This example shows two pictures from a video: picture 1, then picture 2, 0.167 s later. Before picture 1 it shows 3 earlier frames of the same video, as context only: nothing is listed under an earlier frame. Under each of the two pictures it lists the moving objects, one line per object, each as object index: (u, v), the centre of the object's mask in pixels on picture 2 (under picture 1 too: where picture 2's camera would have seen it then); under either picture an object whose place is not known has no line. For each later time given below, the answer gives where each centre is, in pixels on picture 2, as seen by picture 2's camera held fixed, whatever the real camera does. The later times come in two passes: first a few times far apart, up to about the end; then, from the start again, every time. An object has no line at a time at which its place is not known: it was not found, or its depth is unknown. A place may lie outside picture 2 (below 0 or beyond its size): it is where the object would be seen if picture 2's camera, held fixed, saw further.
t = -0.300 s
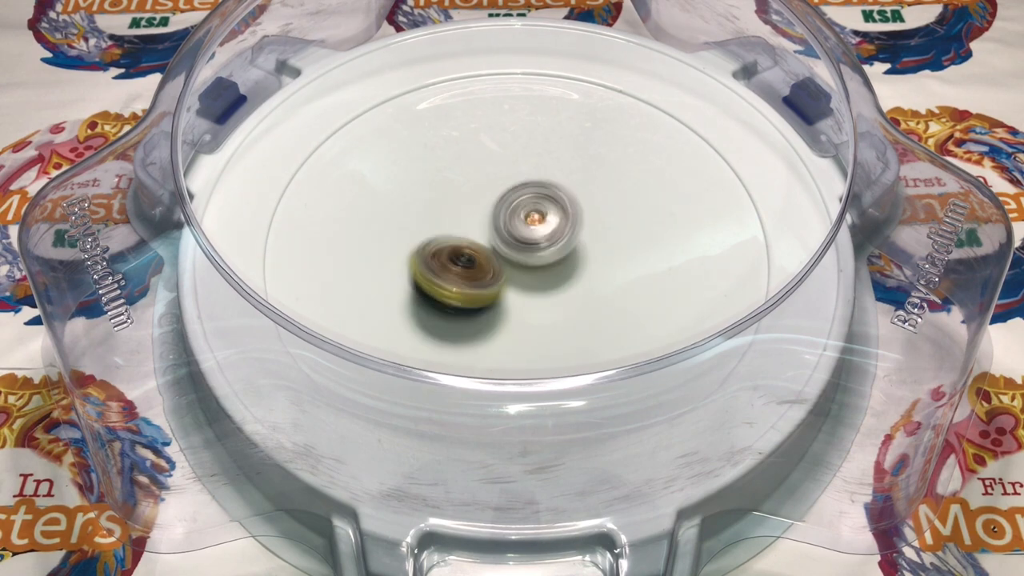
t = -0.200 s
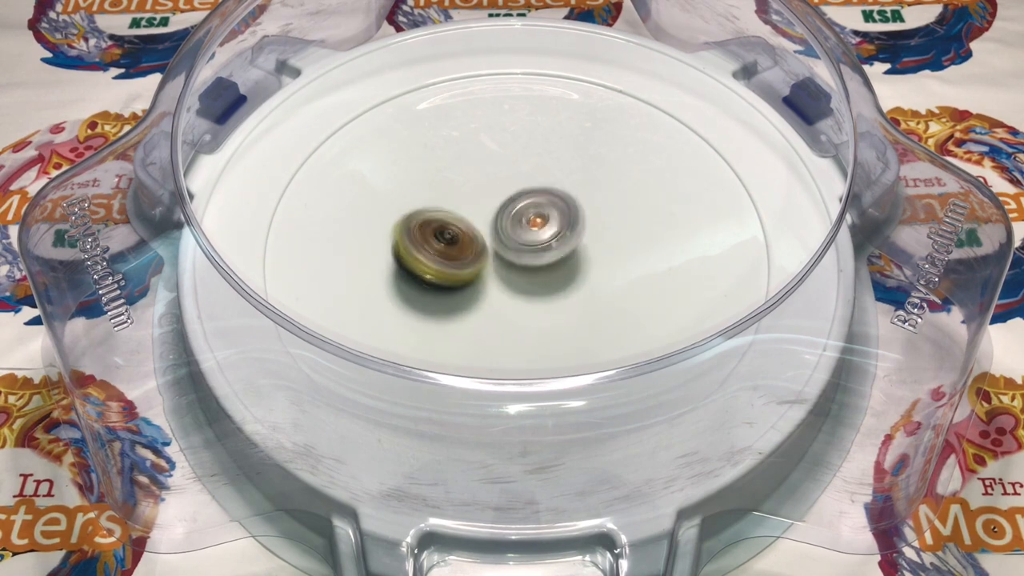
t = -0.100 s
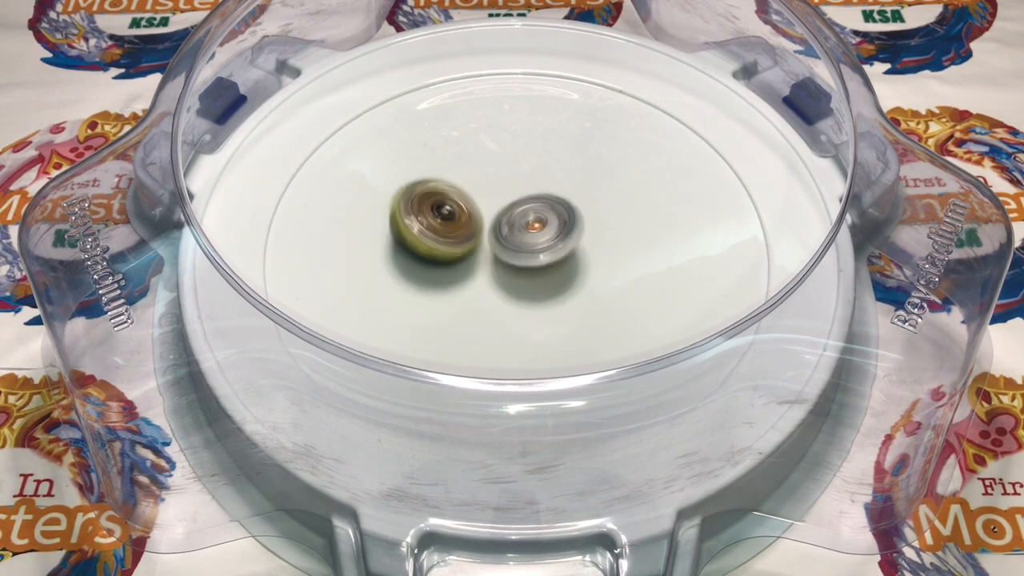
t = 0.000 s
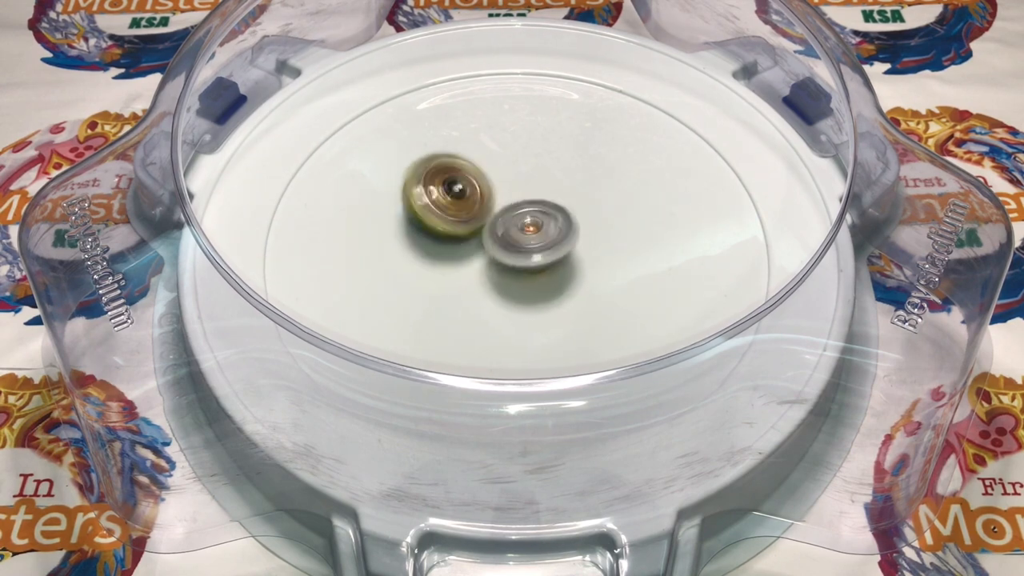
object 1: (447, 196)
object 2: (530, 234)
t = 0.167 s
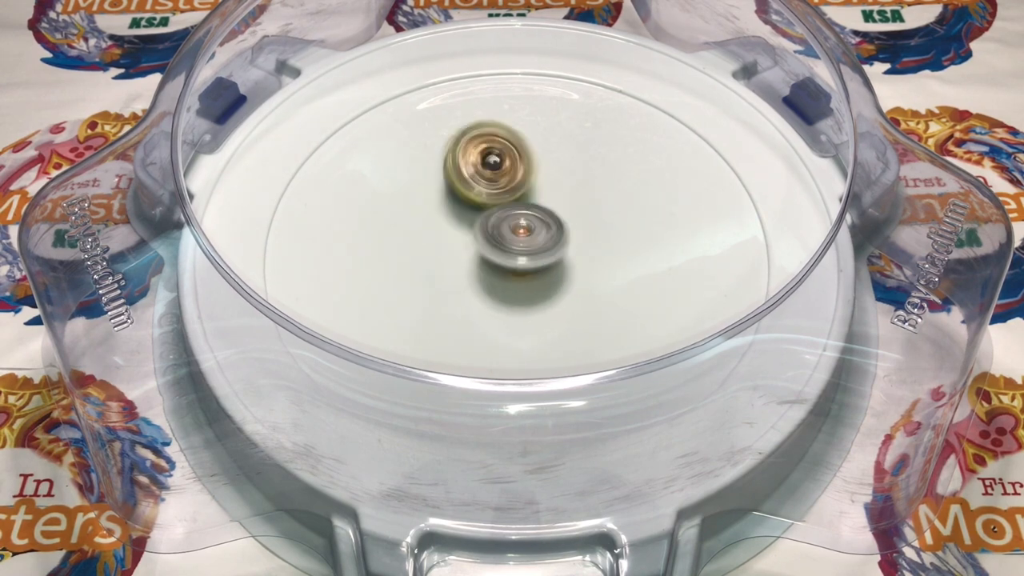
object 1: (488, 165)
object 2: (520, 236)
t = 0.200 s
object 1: (498, 161)
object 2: (520, 237)
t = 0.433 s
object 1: (574, 173)
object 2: (512, 236)
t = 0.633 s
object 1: (609, 219)
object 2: (510, 237)
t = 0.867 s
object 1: (580, 287)
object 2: (504, 228)
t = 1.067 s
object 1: (504, 310)
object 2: (506, 227)
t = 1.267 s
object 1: (435, 282)
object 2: (528, 222)
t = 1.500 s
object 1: (436, 216)
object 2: (531, 230)
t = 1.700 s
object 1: (493, 177)
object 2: (540, 240)
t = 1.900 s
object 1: (569, 177)
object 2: (529, 245)
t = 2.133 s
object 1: (612, 229)
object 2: (513, 238)
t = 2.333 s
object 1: (585, 280)
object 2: (508, 229)
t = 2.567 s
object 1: (505, 298)
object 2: (510, 215)
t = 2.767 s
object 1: (449, 263)
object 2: (521, 205)
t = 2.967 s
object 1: (450, 215)
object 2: (551, 210)
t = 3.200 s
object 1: (480, 191)
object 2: (575, 236)
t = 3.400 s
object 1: (492, 193)
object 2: (576, 251)
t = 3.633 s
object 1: (476, 189)
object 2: (559, 273)
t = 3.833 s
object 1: (466, 166)
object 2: (543, 298)
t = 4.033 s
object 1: (489, 203)
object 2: (501, 269)
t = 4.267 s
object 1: (525, 217)
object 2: (458, 278)
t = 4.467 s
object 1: (547, 227)
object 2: (461, 275)
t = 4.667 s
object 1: (543, 238)
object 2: (465, 273)
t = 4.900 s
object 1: (545, 241)
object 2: (465, 268)
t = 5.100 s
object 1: (548, 245)
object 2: (466, 267)
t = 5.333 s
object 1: (546, 241)
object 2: (466, 264)
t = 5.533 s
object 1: (548, 245)
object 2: (466, 264)
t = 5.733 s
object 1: (546, 241)
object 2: (466, 267)
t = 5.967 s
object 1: (548, 245)
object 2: (466, 267)
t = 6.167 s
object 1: (547, 242)
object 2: (466, 264)
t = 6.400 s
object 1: (547, 243)
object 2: (466, 264)
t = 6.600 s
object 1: (547, 244)
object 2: (466, 265)
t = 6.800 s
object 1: (546, 242)
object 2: (465, 265)
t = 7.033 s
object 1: (547, 244)
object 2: (465, 265)
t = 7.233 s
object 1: (547, 243)
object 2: (466, 265)
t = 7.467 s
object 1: (546, 241)
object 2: (466, 267)
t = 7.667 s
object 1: (547, 243)
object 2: (466, 265)
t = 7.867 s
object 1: (547, 243)
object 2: (466, 265)
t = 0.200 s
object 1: (498, 161)
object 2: (520, 237)
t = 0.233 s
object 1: (509, 160)
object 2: (519, 235)
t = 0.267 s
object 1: (520, 158)
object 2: (517, 236)
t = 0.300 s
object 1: (531, 158)
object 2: (516, 237)
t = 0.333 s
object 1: (542, 160)
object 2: (515, 235)
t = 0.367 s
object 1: (553, 164)
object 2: (516, 235)
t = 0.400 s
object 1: (563, 167)
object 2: (516, 234)
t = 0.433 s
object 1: (574, 173)
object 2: (512, 236)
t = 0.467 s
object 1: (584, 178)
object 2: (509, 237)
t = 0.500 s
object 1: (592, 184)
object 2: (506, 237)
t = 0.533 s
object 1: (599, 192)
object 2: (508, 238)
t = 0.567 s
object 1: (605, 200)
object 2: (508, 236)
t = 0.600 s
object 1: (607, 209)
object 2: (509, 237)
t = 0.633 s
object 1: (609, 219)
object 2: (510, 237)
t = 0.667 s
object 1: (609, 229)
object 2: (510, 237)
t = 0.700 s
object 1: (607, 239)
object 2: (511, 237)
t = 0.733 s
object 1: (604, 249)
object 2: (510, 235)
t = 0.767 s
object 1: (602, 260)
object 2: (506, 232)
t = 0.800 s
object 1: (597, 270)
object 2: (504, 229)
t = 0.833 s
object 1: (589, 278)
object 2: (503, 228)
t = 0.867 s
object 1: (580, 287)
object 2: (504, 228)
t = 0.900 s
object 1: (568, 295)
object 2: (504, 227)
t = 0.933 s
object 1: (555, 301)
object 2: (505, 228)
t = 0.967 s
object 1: (544, 306)
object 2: (505, 227)
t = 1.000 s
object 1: (532, 309)
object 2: (505, 228)
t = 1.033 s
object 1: (517, 311)
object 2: (506, 227)
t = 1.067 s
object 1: (504, 310)
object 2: (506, 227)
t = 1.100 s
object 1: (491, 307)
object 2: (508, 227)
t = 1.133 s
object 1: (478, 304)
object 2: (508, 227)
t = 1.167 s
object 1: (466, 298)
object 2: (512, 228)
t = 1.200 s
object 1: (451, 295)
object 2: (518, 223)
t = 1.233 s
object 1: (442, 290)
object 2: (523, 223)
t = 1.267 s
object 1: (435, 282)
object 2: (528, 222)
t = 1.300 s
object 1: (429, 274)
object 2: (529, 225)
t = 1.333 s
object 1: (425, 263)
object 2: (531, 225)
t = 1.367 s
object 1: (423, 254)
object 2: (530, 227)
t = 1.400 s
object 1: (423, 244)
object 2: (531, 227)
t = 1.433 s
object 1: (426, 234)
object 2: (530, 228)
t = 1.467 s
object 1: (431, 225)
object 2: (531, 229)
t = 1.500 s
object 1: (436, 216)
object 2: (531, 230)
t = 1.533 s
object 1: (439, 205)
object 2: (539, 235)
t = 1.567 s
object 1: (446, 196)
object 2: (543, 237)
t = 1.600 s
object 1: (455, 189)
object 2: (544, 240)
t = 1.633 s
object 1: (468, 184)
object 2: (542, 241)
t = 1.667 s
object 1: (480, 179)
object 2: (540, 241)
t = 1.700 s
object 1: (493, 177)
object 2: (540, 240)
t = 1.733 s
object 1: (506, 174)
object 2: (538, 242)
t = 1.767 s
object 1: (519, 171)
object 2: (538, 244)
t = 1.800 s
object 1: (532, 170)
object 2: (534, 246)
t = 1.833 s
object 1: (544, 171)
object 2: (532, 244)
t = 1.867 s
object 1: (557, 174)
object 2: (530, 245)
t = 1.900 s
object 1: (569, 177)
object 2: (529, 245)
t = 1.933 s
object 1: (581, 182)
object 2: (525, 245)
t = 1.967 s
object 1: (590, 189)
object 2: (525, 242)
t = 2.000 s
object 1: (599, 195)
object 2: (518, 243)
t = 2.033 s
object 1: (606, 202)
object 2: (516, 242)
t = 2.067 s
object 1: (610, 211)
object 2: (512, 242)
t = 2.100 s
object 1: (612, 220)
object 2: (513, 239)
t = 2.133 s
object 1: (612, 229)
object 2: (513, 238)
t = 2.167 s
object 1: (610, 239)
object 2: (514, 237)
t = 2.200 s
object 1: (611, 249)
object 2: (509, 235)
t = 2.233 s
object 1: (609, 257)
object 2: (506, 232)
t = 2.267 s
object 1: (603, 266)
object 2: (507, 231)
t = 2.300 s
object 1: (594, 273)
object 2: (507, 230)
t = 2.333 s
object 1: (585, 280)
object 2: (508, 229)
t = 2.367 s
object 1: (576, 287)
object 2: (506, 225)
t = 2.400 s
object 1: (567, 297)
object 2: (503, 219)
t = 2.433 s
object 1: (556, 301)
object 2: (502, 216)
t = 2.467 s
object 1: (545, 303)
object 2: (506, 214)
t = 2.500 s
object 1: (532, 302)
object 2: (507, 217)
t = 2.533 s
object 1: (519, 300)
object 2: (507, 218)
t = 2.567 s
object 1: (505, 298)
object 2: (510, 215)
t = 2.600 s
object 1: (490, 299)
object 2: (512, 204)
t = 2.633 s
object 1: (477, 296)
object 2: (516, 197)
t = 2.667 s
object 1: (465, 289)
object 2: (521, 196)
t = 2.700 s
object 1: (457, 282)
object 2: (523, 197)
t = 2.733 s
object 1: (451, 273)
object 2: (524, 202)
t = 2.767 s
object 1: (449, 263)
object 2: (521, 205)
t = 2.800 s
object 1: (448, 252)
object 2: (522, 205)
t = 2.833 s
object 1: (445, 244)
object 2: (527, 204)
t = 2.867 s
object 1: (444, 235)
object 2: (532, 203)
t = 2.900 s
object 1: (446, 228)
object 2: (537, 206)
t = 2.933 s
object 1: (446, 220)
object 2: (544, 208)
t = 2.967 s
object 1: (450, 215)
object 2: (551, 210)
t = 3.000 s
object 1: (456, 211)
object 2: (552, 214)
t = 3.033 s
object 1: (459, 205)
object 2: (558, 217)
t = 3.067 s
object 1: (463, 200)
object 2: (565, 221)
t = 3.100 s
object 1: (470, 198)
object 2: (566, 224)
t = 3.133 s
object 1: (477, 196)
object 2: (565, 226)
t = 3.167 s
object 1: (477, 193)
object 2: (573, 231)
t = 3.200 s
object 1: (480, 191)
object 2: (575, 236)
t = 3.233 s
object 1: (486, 194)
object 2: (573, 237)
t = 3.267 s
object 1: (490, 197)
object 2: (571, 237)
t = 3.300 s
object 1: (492, 197)
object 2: (571, 238)
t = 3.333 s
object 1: (491, 194)
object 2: (576, 243)
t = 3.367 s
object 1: (491, 192)
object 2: (579, 248)
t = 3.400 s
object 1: (492, 193)
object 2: (576, 251)
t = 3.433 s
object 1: (492, 197)
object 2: (569, 252)
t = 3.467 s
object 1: (488, 200)
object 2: (564, 250)
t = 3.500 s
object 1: (486, 201)
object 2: (563, 251)
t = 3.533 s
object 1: (483, 203)
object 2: (560, 252)
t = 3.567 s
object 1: (482, 204)
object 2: (556, 250)
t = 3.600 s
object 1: (481, 198)
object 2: (555, 253)
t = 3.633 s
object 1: (476, 189)
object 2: (559, 273)
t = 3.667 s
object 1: (473, 180)
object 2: (558, 286)
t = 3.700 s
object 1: (471, 173)
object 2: (556, 293)
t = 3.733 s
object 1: (466, 167)
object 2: (554, 298)
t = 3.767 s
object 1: (465, 164)
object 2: (550, 301)
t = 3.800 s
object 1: (464, 163)
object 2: (547, 299)
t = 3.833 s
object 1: (466, 166)
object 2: (543, 298)
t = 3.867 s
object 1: (468, 170)
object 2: (537, 296)
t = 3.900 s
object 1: (471, 175)
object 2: (532, 293)
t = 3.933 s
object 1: (474, 181)
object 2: (526, 288)
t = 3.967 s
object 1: (481, 186)
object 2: (518, 282)
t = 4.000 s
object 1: (486, 194)
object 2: (511, 276)
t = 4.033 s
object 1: (489, 203)
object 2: (501, 269)
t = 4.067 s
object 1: (494, 211)
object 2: (485, 265)
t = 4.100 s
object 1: (500, 212)
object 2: (478, 267)
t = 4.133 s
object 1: (509, 212)
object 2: (471, 269)
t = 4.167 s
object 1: (517, 212)
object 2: (468, 273)
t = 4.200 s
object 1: (523, 214)
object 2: (463, 275)
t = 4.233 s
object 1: (525, 216)
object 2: (460, 277)
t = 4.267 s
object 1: (525, 217)
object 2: (458, 278)
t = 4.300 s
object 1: (525, 218)
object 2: (458, 278)
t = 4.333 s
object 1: (526, 218)
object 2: (460, 276)
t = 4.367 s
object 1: (527, 220)
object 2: (461, 275)
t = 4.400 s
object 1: (533, 220)
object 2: (460, 276)
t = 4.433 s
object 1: (540, 222)
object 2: (460, 275)
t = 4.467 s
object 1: (547, 227)
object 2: (461, 275)
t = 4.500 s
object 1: (548, 231)
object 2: (463, 274)
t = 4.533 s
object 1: (546, 233)
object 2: (465, 273)
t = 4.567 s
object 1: (544, 235)
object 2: (466, 272)
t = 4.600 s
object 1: (544, 236)
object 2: (467, 271)
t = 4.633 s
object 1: (543, 236)
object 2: (466, 272)
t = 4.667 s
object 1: (543, 238)
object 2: (465, 273)
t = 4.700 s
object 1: (543, 239)
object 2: (464, 274)
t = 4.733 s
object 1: (543, 240)
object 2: (462, 275)
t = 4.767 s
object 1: (543, 240)
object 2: (462, 276)
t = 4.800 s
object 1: (543, 239)
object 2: (462, 274)
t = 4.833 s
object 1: (543, 240)
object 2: (463, 272)
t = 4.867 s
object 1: (544, 240)
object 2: (464, 270)
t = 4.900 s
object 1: (545, 241)
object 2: (465, 268)
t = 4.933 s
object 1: (546, 243)
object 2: (467, 267)
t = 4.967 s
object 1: (547, 244)
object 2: (467, 267)
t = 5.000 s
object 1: (548, 245)
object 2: (466, 265)
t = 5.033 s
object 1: (548, 245)
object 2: (466, 265)
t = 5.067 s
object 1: (548, 245)
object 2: (465, 265)
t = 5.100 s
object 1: (548, 245)
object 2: (466, 267)
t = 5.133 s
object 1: (548, 245)
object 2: (465, 265)
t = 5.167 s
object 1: (547, 244)
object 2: (465, 265)
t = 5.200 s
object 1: (547, 243)
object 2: (466, 265)
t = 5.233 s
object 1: (547, 242)
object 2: (466, 266)
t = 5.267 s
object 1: (546, 241)
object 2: (467, 266)
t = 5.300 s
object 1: (546, 241)
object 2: (466, 265)
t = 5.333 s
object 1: (546, 241)
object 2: (466, 264)
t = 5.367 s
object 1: (547, 242)
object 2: (465, 265)
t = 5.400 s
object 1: (547, 243)
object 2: (465, 265)
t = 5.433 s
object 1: (547, 244)
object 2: (465, 267)
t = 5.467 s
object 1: (548, 245)
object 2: (465, 265)
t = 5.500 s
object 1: (548, 245)
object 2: (465, 265)
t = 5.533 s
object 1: (548, 245)
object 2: (466, 264)
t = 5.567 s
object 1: (548, 245)
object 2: (467, 266)
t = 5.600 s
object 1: (548, 244)
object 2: (467, 266)
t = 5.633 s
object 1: (547, 244)
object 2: (466, 264)
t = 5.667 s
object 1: (547, 242)
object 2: (466, 266)
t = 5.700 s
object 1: (546, 241)
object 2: (465, 265)
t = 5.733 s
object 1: (546, 241)
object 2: (466, 267)
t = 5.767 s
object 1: (546, 241)
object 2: (465, 265)
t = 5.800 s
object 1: (547, 242)
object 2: (465, 265)
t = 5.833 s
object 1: (547, 244)
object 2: (466, 264)
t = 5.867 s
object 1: (548, 244)
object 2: (466, 264)
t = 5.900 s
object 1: (548, 245)
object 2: (466, 264)
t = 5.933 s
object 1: (548, 245)
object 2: (466, 264)
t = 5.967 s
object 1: (548, 245)
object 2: (466, 267)
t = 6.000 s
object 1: (548, 244)
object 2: (465, 265)
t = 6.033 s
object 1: (547, 243)
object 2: (465, 265)
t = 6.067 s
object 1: (547, 242)
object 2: (465, 265)
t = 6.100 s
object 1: (546, 241)
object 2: (466, 264)
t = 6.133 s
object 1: (546, 241)
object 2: (466, 264)
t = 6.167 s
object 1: (547, 242)
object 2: (466, 264)
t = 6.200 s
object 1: (547, 243)
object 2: (466, 264)
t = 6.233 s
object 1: (547, 244)
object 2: (466, 264)
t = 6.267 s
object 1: (548, 244)
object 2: (465, 265)
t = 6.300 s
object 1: (548, 245)
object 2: (466, 267)
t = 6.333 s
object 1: (548, 245)
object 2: (465, 265)
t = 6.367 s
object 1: (548, 244)
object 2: (466, 264)
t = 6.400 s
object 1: (547, 243)
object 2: (466, 264)
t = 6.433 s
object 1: (547, 242)
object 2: (466, 264)
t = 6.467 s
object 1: (546, 241)
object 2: (466, 264)
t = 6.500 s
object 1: (546, 241)
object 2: (465, 265)
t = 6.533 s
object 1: (546, 242)
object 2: (465, 265)
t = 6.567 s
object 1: (547, 243)
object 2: (466, 267)
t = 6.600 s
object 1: (547, 244)
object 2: (466, 265)
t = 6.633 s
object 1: (548, 244)
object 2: (466, 266)
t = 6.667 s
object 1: (548, 244)
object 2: (466, 264)
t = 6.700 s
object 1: (547, 244)
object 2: (466, 264)
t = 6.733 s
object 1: (547, 244)
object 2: (466, 265)
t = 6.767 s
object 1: (547, 243)
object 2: (465, 265)
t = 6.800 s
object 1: (546, 242)
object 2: (465, 265)
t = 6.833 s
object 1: (546, 241)
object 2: (465, 265)
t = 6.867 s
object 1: (546, 242)
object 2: (466, 264)
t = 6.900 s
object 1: (547, 242)
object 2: (466, 264)
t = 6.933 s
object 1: (547, 243)
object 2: (466, 264)
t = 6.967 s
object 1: (548, 244)
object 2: (466, 266)
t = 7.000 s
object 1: (547, 244)
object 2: (465, 265)
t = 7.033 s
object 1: (547, 244)
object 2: (465, 265)
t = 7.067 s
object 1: (547, 243)
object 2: (466, 264)
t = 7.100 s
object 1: (547, 242)
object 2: (466, 264)
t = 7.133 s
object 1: (546, 241)
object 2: (466, 264)
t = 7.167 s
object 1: (546, 241)
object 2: (466, 264)
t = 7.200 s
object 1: (547, 242)
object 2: (466, 264)
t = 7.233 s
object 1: (547, 243)
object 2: (466, 265)
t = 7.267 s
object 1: (547, 243)
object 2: (466, 264)
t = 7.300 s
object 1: (547, 244)
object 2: (466, 264)
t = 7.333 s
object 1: (547, 244)
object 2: (466, 264)
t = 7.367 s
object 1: (547, 243)
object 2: (466, 264)
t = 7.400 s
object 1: (547, 243)
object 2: (466, 264)
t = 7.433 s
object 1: (546, 242)
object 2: (465, 265)
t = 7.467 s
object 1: (546, 241)
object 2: (466, 267)
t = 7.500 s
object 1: (547, 242)
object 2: (466, 266)
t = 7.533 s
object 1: (547, 243)
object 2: (466, 264)
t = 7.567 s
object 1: (547, 243)
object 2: (466, 264)
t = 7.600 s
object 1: (547, 243)
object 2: (466, 264)
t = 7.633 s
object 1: (547, 244)
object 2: (466, 265)
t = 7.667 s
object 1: (547, 243)
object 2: (466, 265)
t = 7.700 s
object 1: (547, 243)
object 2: (466, 264)
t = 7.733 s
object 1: (547, 242)
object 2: (466, 264)
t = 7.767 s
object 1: (547, 241)
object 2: (466, 266)
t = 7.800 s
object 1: (547, 242)
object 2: (466, 265)
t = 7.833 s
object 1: (547, 243)
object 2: (466, 265)
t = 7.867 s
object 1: (547, 243)
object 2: (466, 265)
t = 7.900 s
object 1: (547, 244)
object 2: (466, 266)
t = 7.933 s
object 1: (547, 244)
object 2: (466, 265)
